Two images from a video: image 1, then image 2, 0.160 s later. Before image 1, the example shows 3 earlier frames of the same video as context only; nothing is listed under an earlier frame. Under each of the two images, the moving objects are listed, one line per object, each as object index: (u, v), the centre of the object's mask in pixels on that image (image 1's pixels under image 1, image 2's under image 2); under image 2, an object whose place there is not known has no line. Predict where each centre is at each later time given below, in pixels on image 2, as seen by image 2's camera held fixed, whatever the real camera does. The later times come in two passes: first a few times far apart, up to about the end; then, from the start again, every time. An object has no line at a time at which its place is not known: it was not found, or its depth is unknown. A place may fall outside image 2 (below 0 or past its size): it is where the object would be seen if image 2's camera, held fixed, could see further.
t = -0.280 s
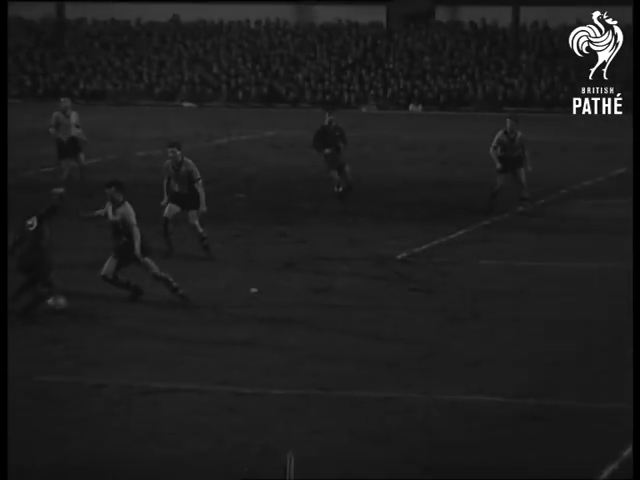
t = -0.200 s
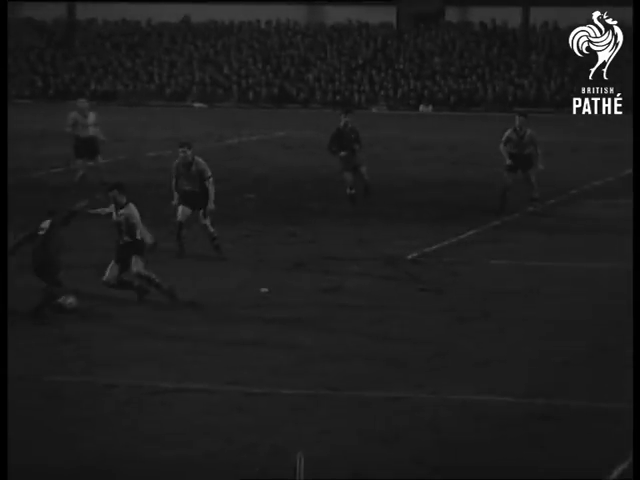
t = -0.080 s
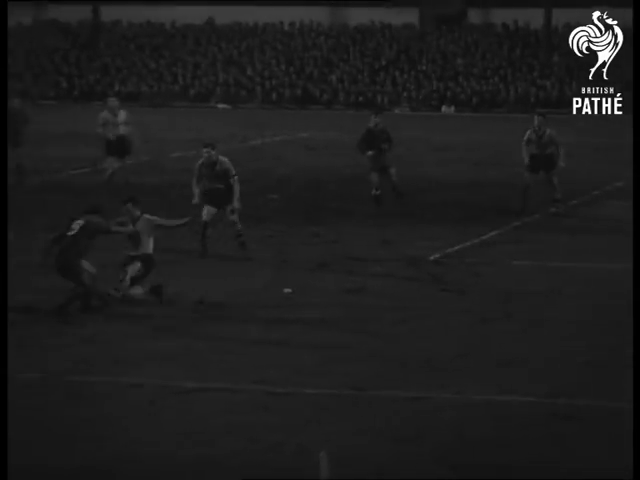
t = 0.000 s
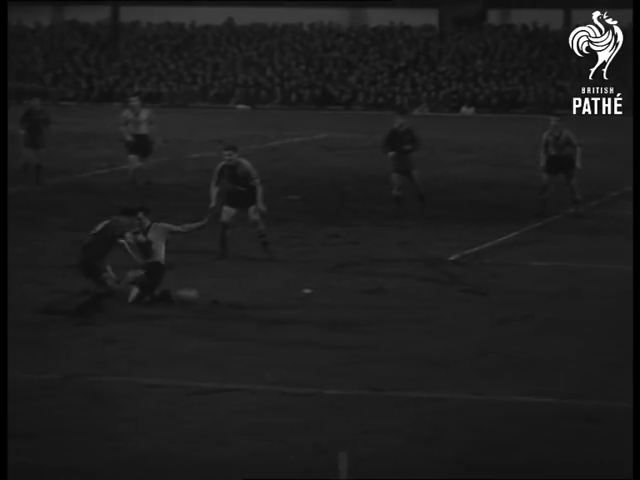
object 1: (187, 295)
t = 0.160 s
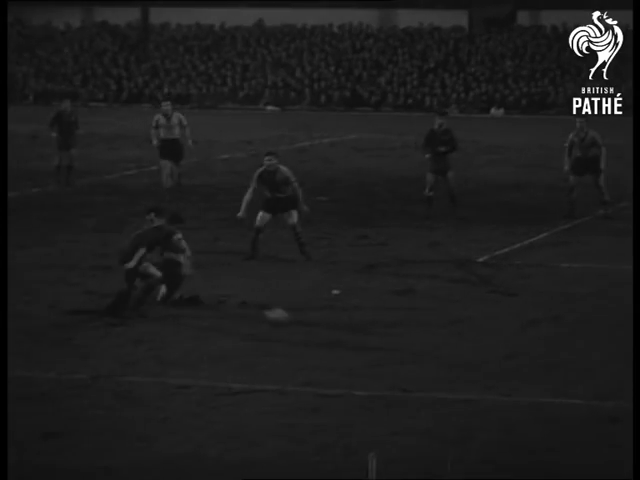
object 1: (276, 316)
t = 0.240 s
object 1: (303, 321)
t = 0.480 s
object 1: (363, 334)
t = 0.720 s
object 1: (408, 344)
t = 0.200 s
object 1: (292, 323)
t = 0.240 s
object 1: (303, 321)
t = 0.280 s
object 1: (313, 322)
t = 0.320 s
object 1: (323, 322)
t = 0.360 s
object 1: (334, 325)
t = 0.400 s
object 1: (344, 329)
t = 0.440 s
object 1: (355, 334)
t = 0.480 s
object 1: (363, 334)
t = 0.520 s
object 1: (371, 334)
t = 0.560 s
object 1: (378, 337)
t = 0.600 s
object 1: (387, 340)
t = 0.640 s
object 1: (393, 340)
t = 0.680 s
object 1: (401, 341)
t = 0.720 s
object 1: (408, 344)
